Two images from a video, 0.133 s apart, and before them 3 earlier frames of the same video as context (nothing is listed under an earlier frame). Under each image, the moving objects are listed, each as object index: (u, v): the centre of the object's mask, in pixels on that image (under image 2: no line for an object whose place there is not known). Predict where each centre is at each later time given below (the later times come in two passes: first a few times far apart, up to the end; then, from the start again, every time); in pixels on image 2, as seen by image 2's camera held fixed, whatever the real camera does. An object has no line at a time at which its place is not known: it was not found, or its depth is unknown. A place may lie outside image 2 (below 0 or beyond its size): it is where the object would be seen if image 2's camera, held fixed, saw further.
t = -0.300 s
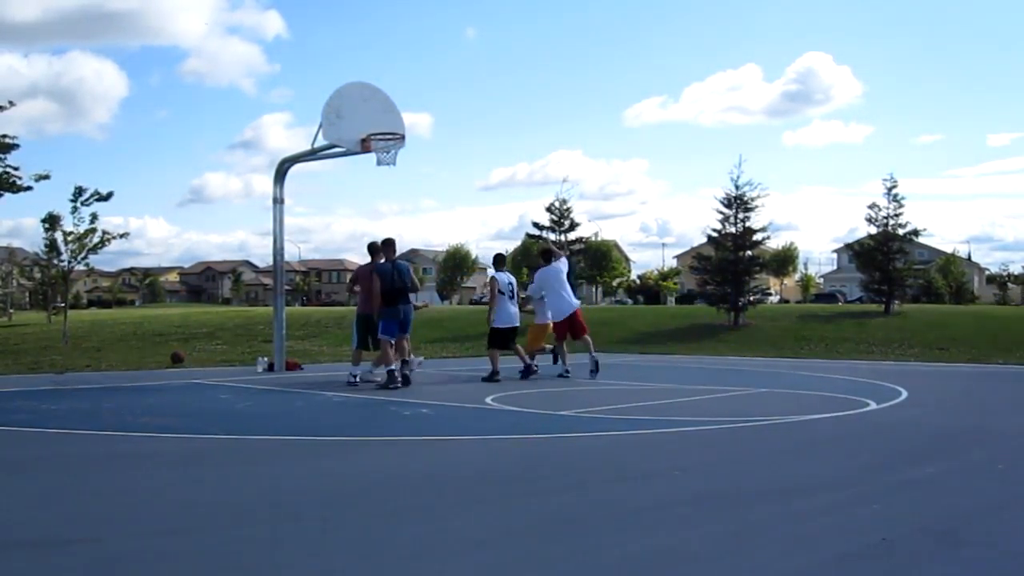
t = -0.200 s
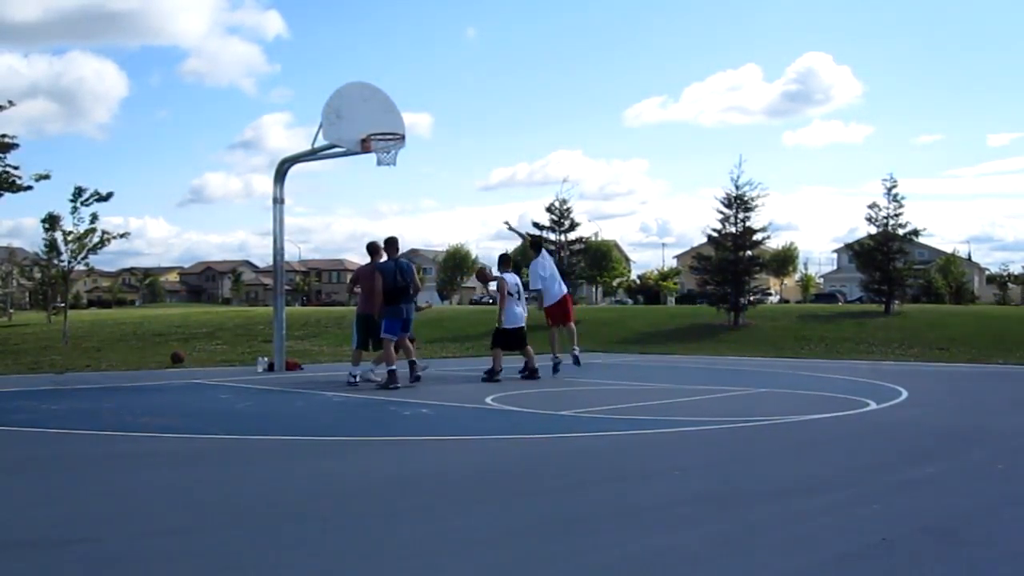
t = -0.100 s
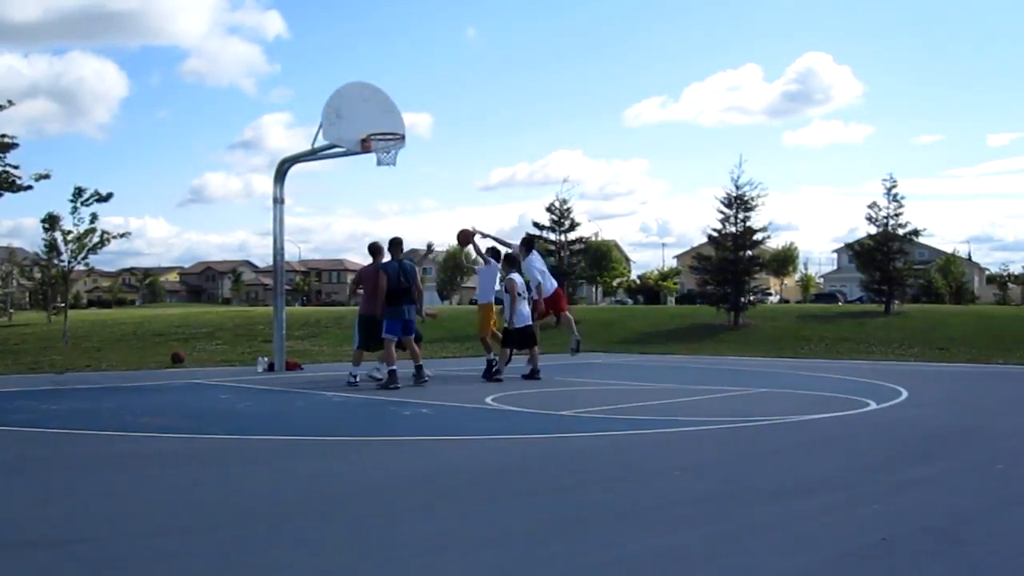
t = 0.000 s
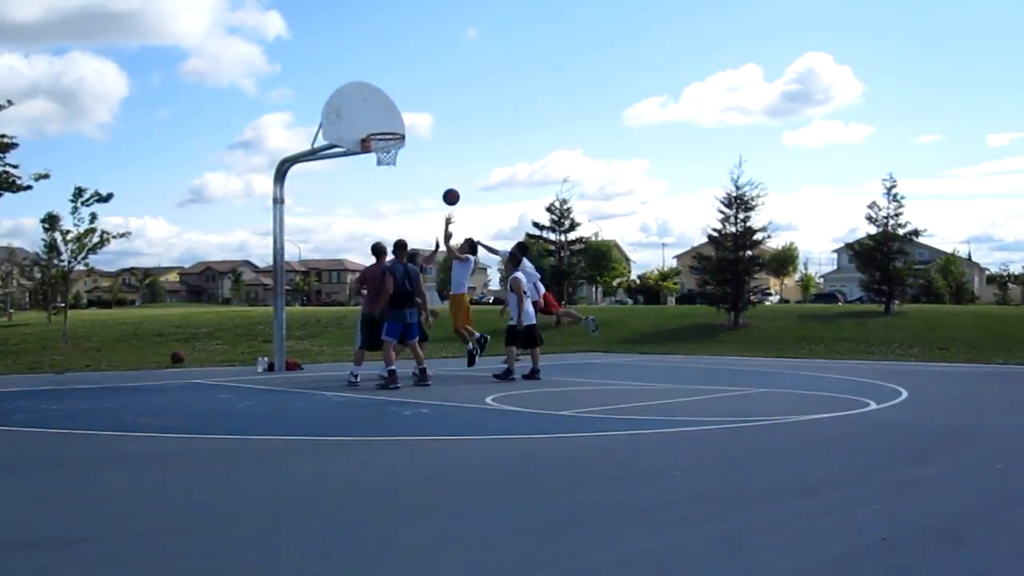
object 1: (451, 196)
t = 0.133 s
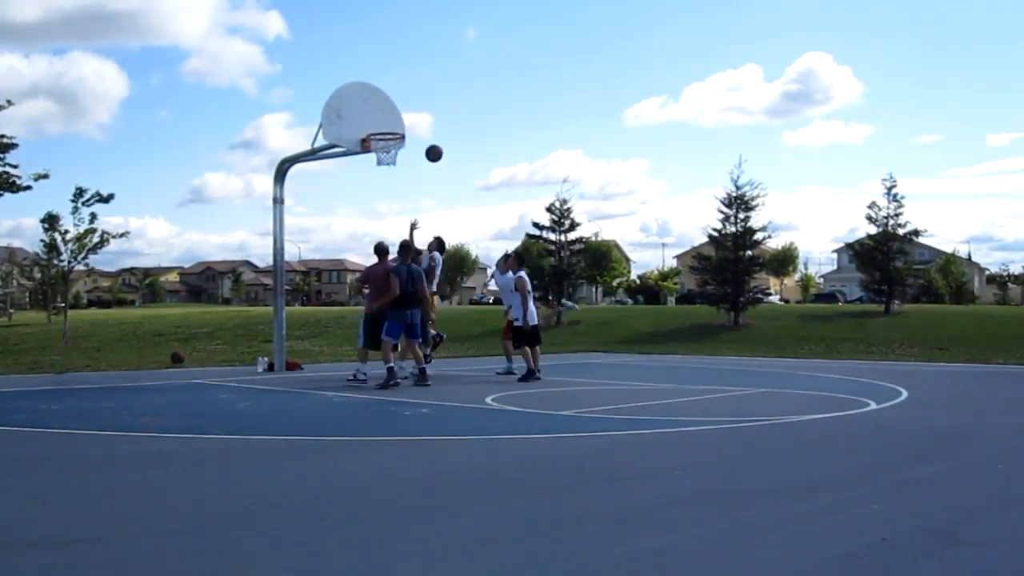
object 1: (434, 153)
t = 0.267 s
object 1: (416, 121)
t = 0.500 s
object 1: (385, 97)
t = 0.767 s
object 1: (348, 123)
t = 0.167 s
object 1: (429, 144)
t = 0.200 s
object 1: (425, 136)
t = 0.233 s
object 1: (420, 128)
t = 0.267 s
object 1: (416, 121)
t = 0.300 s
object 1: (411, 116)
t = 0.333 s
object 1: (407, 110)
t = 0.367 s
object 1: (403, 106)
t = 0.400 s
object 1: (398, 103)
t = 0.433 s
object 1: (394, 100)
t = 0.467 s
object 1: (390, 98)
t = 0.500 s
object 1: (385, 97)
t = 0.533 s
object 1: (381, 97)
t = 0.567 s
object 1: (376, 98)
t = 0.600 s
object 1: (371, 100)
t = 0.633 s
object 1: (367, 103)
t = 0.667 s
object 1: (362, 106)
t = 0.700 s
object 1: (357, 111)
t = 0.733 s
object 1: (353, 116)
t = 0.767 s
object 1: (348, 123)
